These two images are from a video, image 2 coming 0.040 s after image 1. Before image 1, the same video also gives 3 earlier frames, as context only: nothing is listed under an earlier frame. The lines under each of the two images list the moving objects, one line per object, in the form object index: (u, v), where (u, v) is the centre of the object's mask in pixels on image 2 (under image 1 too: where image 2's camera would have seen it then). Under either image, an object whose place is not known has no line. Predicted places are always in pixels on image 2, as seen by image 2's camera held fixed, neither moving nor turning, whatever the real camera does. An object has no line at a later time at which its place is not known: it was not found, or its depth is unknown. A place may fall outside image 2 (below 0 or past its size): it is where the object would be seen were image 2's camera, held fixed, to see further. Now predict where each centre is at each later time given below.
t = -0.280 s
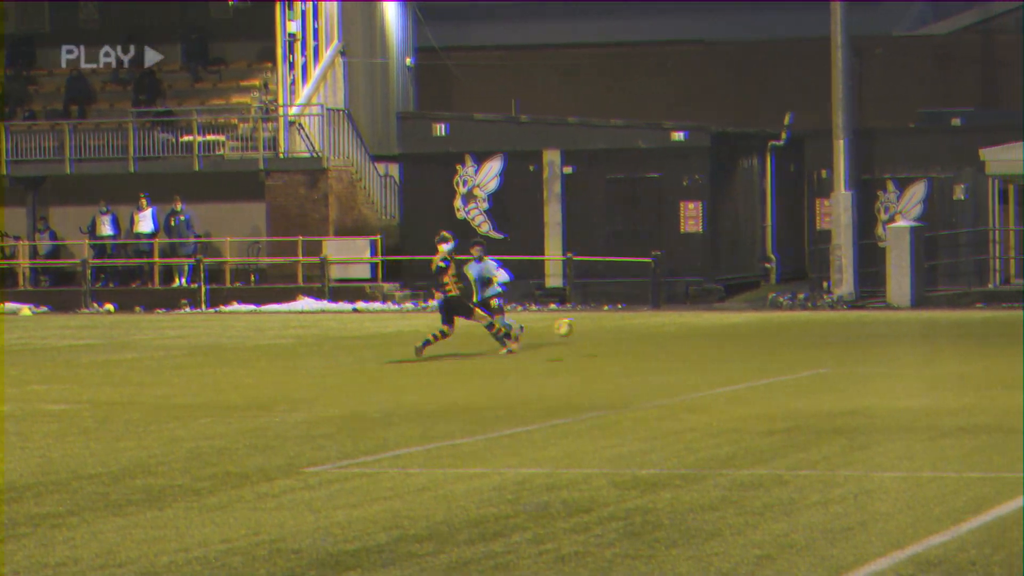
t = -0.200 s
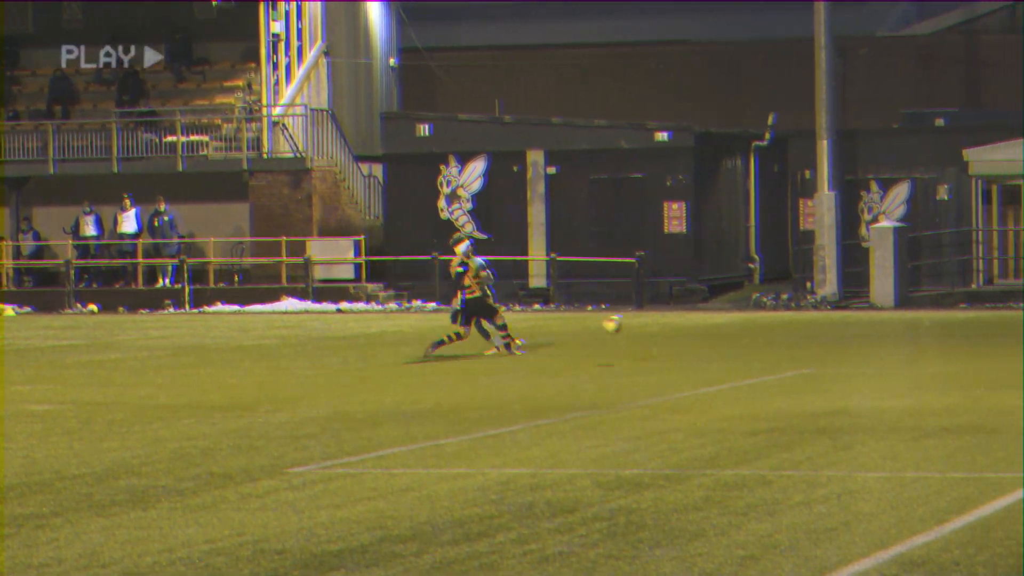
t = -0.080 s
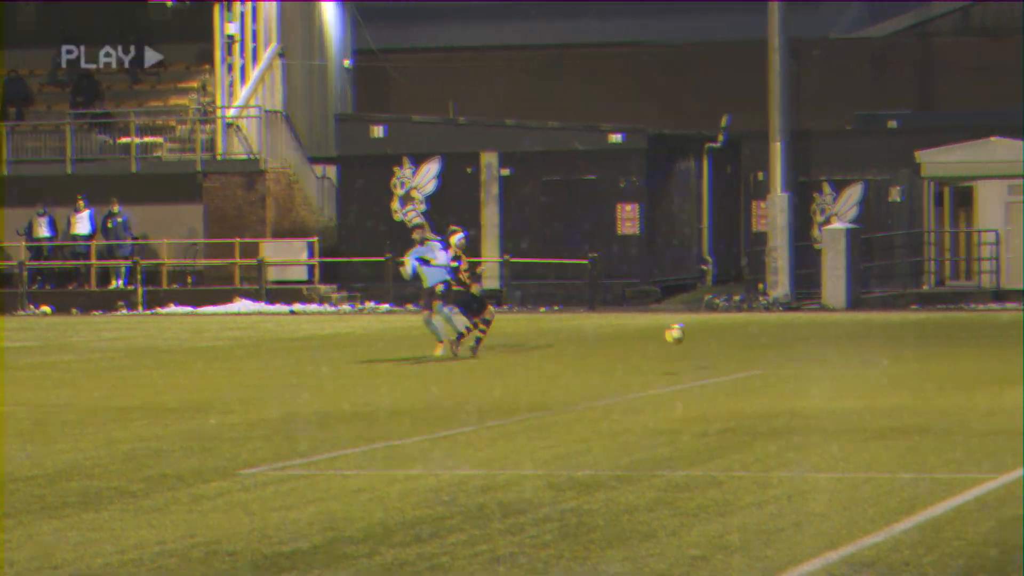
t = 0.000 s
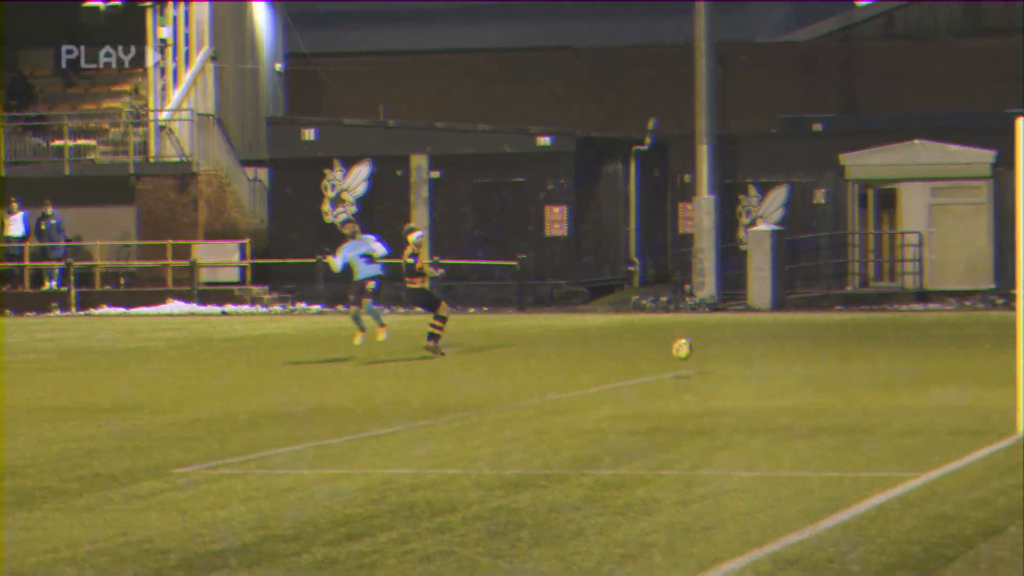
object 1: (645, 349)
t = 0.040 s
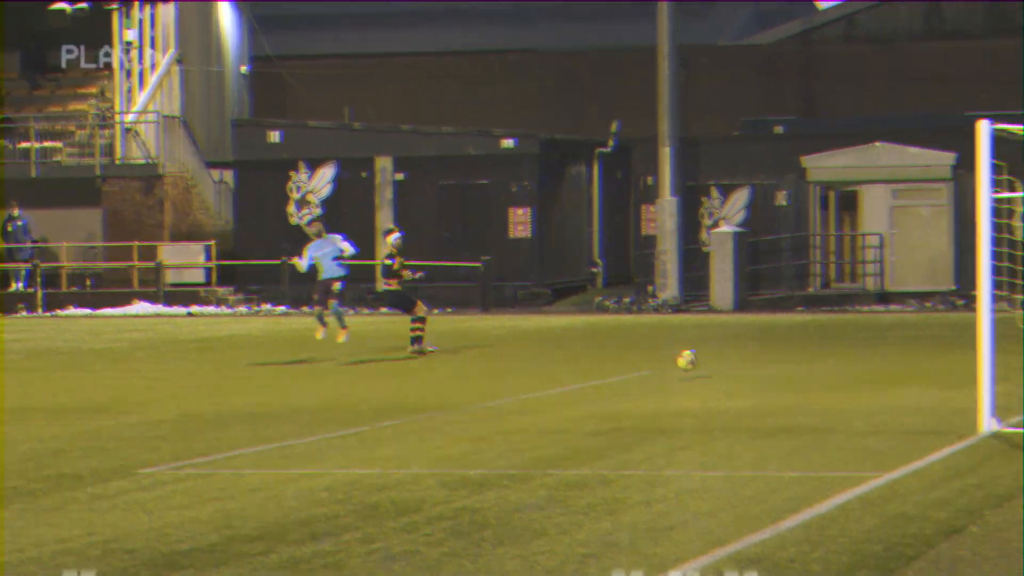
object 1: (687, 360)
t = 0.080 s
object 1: (730, 371)
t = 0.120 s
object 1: (773, 365)
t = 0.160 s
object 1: (817, 359)
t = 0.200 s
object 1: (862, 356)
